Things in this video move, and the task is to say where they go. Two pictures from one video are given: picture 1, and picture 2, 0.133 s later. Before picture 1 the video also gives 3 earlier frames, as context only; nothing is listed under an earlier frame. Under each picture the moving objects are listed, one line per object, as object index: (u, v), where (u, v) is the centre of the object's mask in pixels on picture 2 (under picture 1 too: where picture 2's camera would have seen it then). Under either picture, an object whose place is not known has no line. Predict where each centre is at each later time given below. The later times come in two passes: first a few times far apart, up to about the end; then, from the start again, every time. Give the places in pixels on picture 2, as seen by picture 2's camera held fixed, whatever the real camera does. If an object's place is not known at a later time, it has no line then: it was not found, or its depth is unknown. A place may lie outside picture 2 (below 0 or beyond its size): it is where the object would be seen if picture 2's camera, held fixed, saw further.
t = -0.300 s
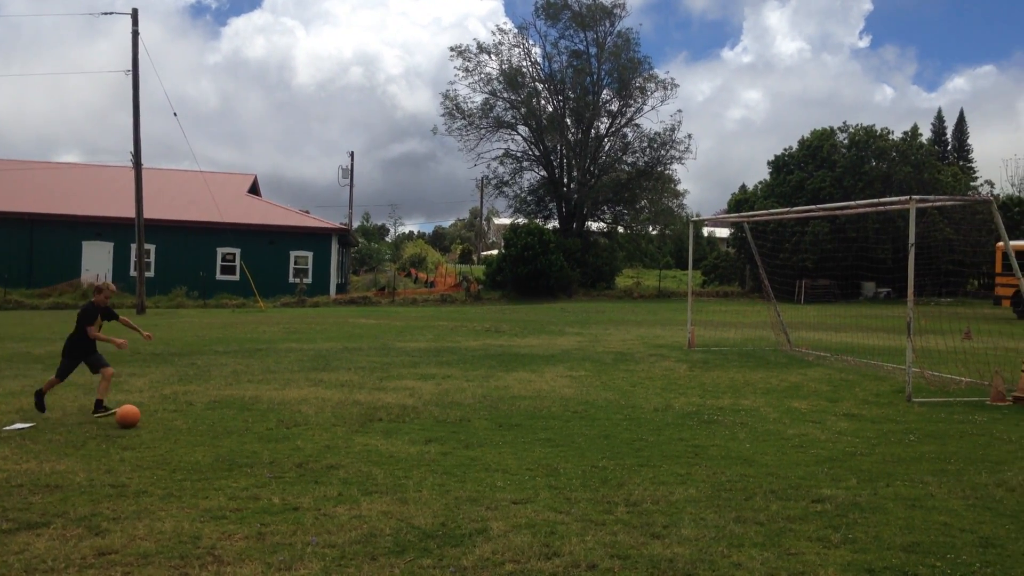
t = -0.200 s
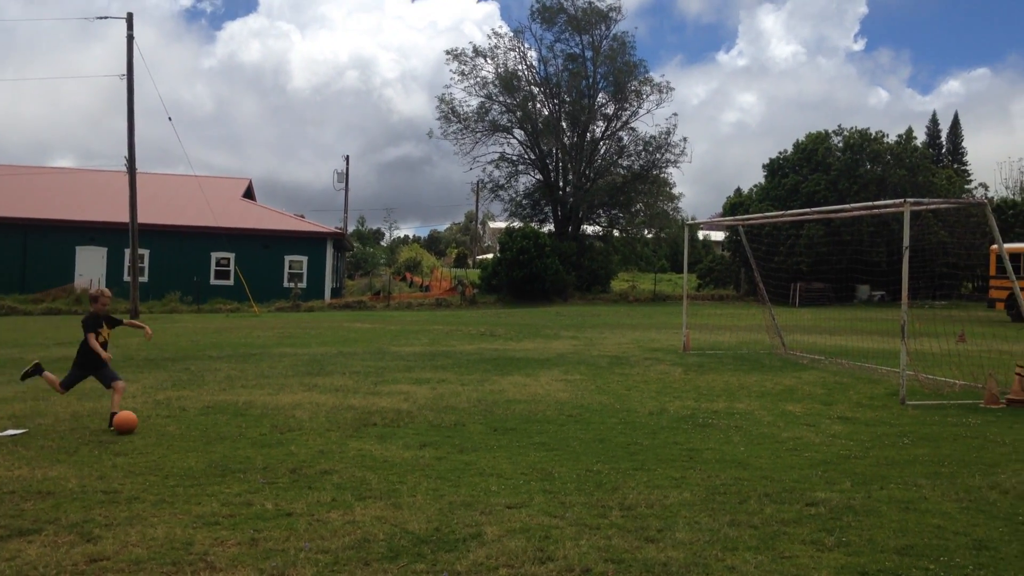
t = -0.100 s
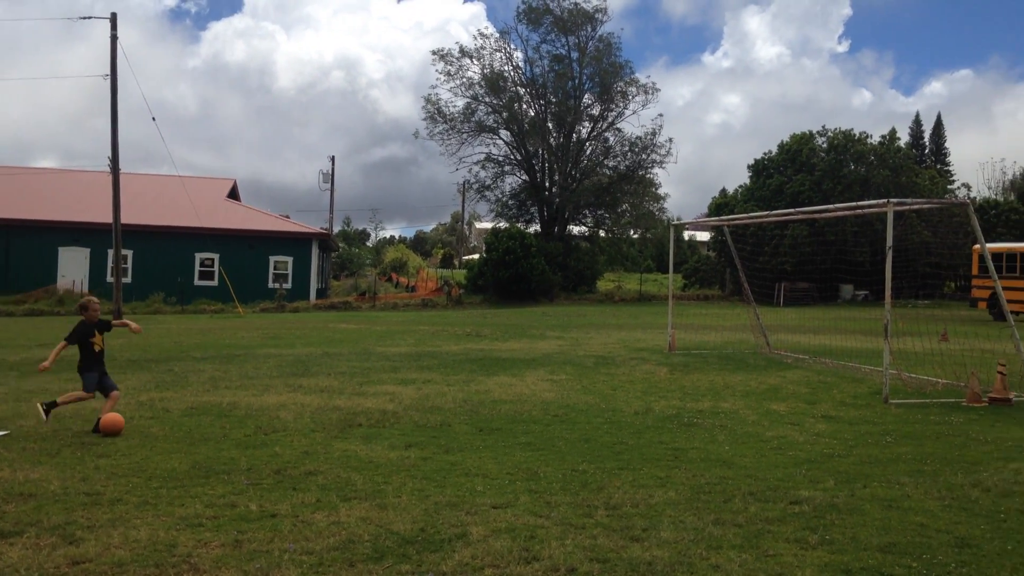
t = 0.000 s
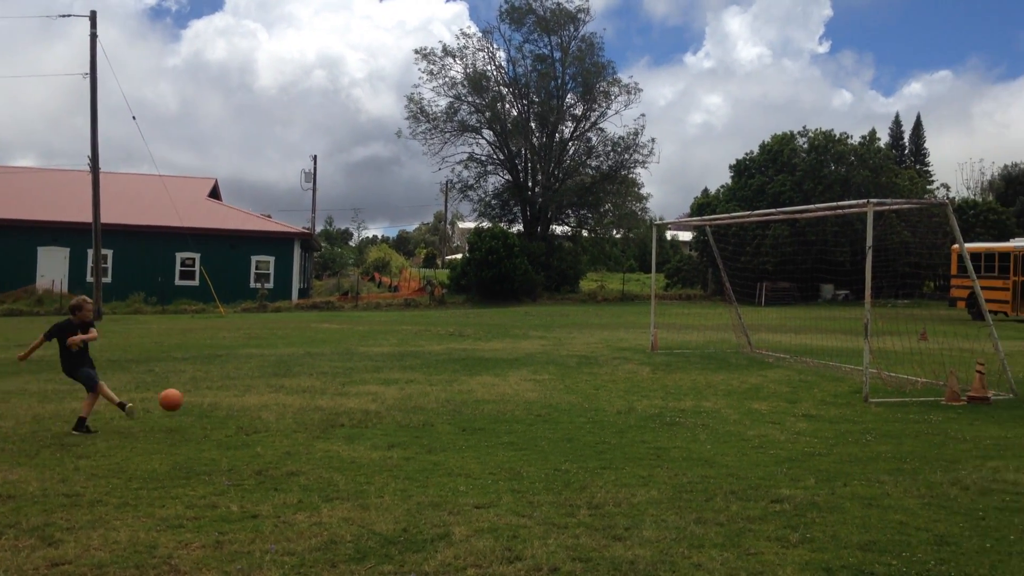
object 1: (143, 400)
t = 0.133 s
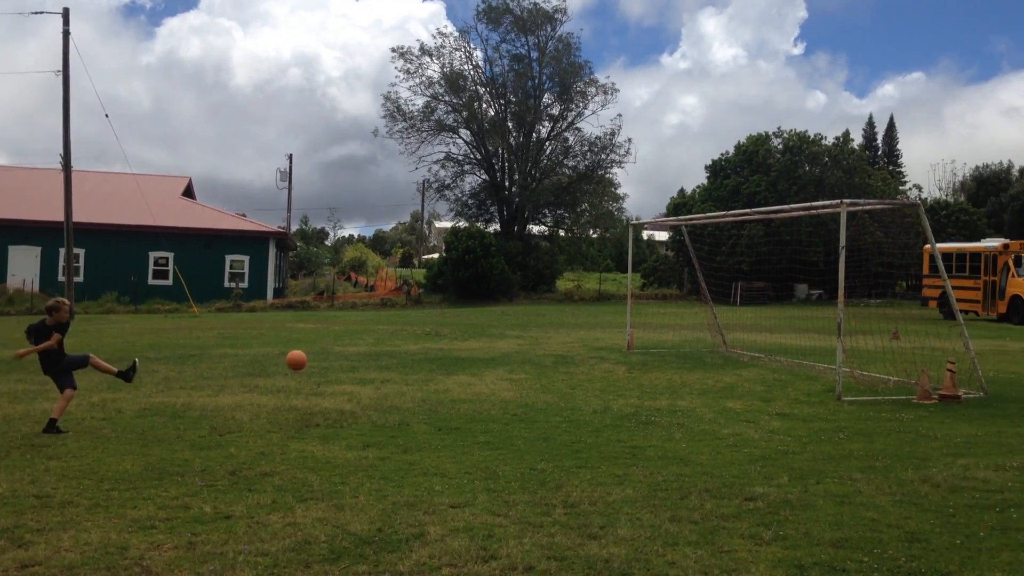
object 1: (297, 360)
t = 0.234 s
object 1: (390, 344)
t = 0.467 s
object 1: (563, 341)
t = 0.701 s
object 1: (692, 367)
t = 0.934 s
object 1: (763, 339)
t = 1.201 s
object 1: (806, 340)
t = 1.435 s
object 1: (826, 348)
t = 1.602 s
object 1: (834, 347)
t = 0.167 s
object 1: (330, 353)
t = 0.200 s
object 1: (361, 348)
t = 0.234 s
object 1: (390, 344)
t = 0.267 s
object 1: (418, 341)
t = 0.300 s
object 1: (445, 339)
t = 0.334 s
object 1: (471, 338)
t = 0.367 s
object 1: (495, 337)
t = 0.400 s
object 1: (519, 338)
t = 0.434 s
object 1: (541, 339)
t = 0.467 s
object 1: (563, 341)
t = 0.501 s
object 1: (584, 344)
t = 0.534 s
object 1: (604, 347)
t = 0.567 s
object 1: (623, 351)
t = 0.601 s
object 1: (642, 356)
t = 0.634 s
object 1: (660, 361)
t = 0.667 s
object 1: (678, 366)
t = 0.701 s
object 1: (692, 367)
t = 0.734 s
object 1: (703, 360)
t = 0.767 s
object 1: (713, 355)
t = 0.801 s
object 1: (724, 350)
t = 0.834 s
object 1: (734, 346)
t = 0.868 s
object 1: (744, 343)
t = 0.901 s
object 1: (754, 341)
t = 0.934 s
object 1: (763, 339)
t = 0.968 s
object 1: (770, 337)
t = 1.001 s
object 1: (777, 337)
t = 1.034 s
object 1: (783, 337)
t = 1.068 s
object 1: (789, 337)
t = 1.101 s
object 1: (794, 337)
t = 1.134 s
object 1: (798, 338)
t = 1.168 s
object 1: (802, 339)
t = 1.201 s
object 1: (806, 340)
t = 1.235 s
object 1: (810, 343)
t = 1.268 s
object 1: (813, 346)
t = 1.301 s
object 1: (817, 349)
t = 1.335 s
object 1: (820, 353)
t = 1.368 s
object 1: (822, 352)
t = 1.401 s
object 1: (825, 350)
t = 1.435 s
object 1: (826, 348)
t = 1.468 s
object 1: (828, 347)
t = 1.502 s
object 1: (830, 346)
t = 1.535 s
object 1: (831, 346)
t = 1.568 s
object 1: (833, 346)
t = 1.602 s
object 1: (834, 347)
